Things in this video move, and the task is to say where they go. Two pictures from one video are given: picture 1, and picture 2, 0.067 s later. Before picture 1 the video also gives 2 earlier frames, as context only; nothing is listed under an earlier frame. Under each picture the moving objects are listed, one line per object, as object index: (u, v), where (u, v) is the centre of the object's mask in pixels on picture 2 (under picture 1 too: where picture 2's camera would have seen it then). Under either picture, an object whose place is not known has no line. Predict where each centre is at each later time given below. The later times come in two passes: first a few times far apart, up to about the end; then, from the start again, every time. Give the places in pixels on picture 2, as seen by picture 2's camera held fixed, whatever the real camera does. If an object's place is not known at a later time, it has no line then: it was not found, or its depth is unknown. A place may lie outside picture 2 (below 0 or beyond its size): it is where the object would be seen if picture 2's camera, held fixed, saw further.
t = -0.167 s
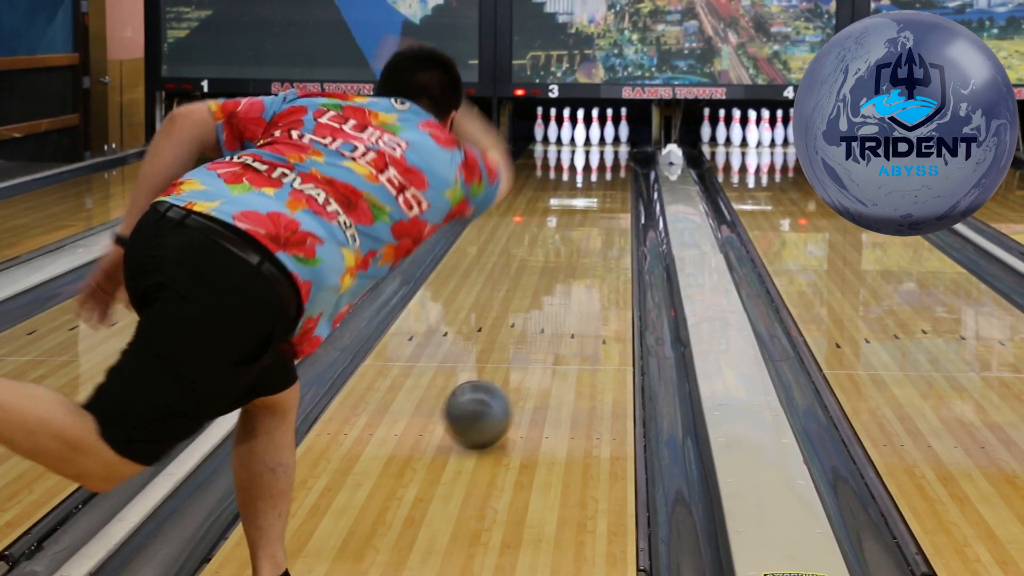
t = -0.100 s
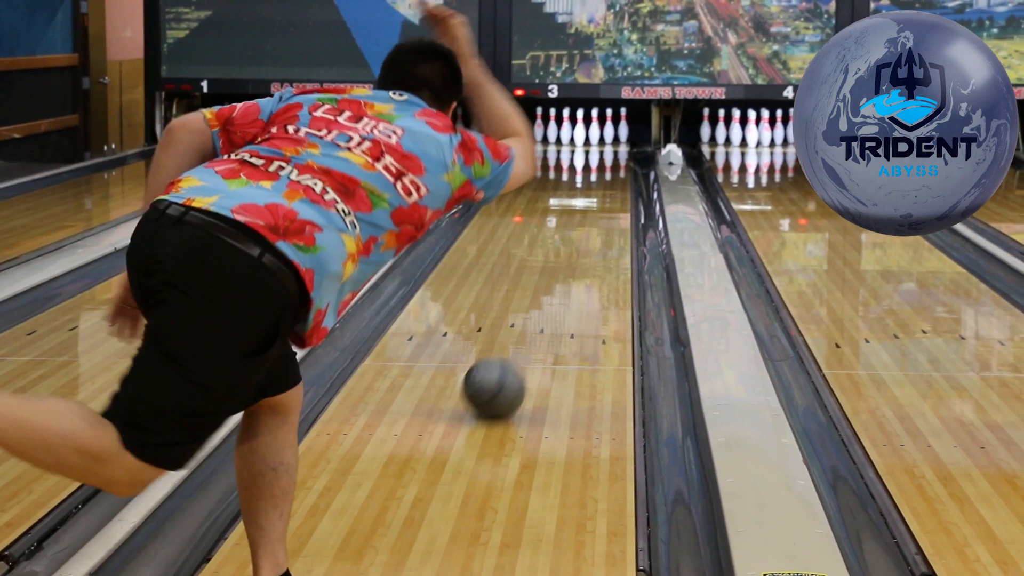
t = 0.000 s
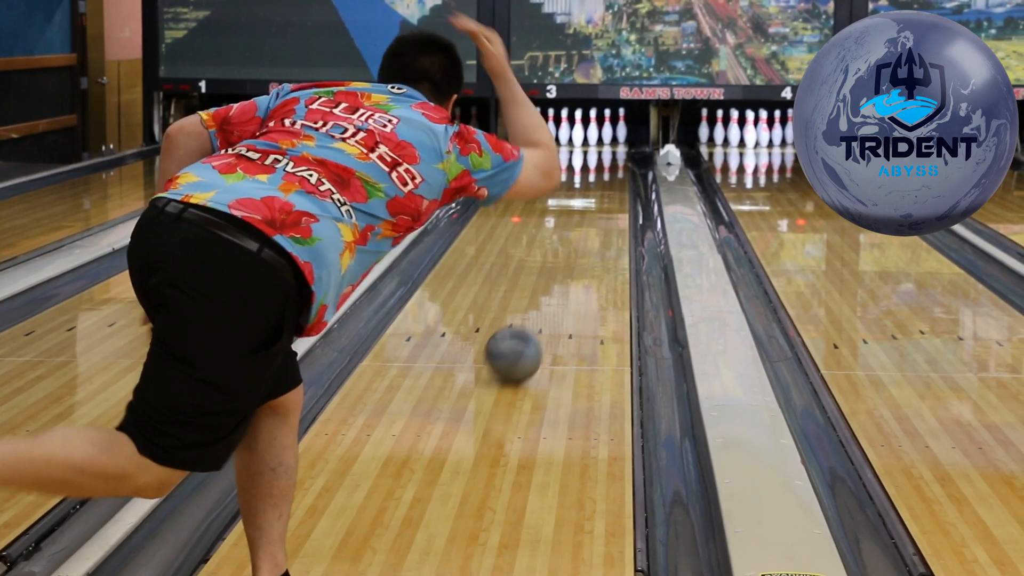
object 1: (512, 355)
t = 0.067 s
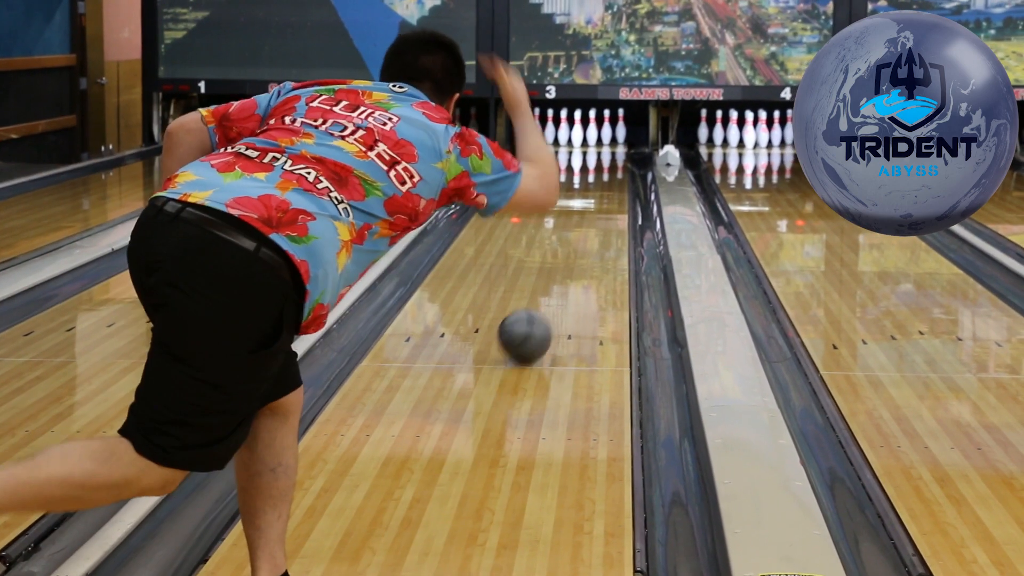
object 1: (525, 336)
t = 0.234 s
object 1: (549, 296)
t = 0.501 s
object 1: (576, 250)
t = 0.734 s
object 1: (592, 220)
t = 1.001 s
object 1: (604, 194)
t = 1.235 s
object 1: (609, 178)
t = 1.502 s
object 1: (610, 162)
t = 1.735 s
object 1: (603, 151)
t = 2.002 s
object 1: (591, 141)
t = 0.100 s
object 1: (530, 328)
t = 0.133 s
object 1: (535, 319)
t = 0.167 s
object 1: (540, 311)
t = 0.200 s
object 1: (545, 303)
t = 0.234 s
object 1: (549, 296)
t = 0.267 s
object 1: (553, 289)
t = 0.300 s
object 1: (557, 283)
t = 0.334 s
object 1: (560, 277)
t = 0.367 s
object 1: (564, 271)
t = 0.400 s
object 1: (567, 265)
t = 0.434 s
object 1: (570, 259)
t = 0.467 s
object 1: (573, 255)
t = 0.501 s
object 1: (576, 250)
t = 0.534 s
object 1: (578, 245)
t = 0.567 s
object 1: (581, 240)
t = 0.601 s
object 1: (583, 236)
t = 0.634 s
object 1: (586, 232)
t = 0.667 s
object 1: (588, 228)
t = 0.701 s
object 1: (590, 224)
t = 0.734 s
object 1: (592, 220)
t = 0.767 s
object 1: (594, 216)
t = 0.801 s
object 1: (596, 213)
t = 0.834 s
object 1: (597, 210)
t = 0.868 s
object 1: (599, 206)
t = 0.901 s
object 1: (600, 203)
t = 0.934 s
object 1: (602, 200)
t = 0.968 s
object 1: (603, 197)
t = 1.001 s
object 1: (604, 194)
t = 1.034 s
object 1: (605, 191)
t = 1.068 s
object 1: (607, 189)
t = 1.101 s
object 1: (607, 187)
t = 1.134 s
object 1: (608, 184)
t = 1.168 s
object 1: (609, 182)
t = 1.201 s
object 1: (609, 180)
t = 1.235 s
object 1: (609, 178)
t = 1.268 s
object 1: (610, 176)
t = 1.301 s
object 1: (611, 174)
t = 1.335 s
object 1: (611, 172)
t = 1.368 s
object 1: (610, 170)
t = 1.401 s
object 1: (610, 168)
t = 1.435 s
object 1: (611, 165)
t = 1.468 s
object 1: (610, 164)
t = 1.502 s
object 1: (610, 162)
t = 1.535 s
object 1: (609, 161)
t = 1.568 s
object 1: (608, 159)
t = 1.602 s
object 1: (607, 157)
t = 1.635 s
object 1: (607, 156)
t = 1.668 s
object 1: (606, 155)
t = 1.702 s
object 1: (604, 153)
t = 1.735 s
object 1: (603, 151)
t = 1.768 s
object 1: (602, 150)
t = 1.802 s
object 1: (600, 148)
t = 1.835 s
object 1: (599, 147)
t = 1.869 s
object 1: (597, 145)
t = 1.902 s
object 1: (595, 144)
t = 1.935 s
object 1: (594, 143)
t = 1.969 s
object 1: (592, 142)
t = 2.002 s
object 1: (591, 141)
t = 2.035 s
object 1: (590, 139)
